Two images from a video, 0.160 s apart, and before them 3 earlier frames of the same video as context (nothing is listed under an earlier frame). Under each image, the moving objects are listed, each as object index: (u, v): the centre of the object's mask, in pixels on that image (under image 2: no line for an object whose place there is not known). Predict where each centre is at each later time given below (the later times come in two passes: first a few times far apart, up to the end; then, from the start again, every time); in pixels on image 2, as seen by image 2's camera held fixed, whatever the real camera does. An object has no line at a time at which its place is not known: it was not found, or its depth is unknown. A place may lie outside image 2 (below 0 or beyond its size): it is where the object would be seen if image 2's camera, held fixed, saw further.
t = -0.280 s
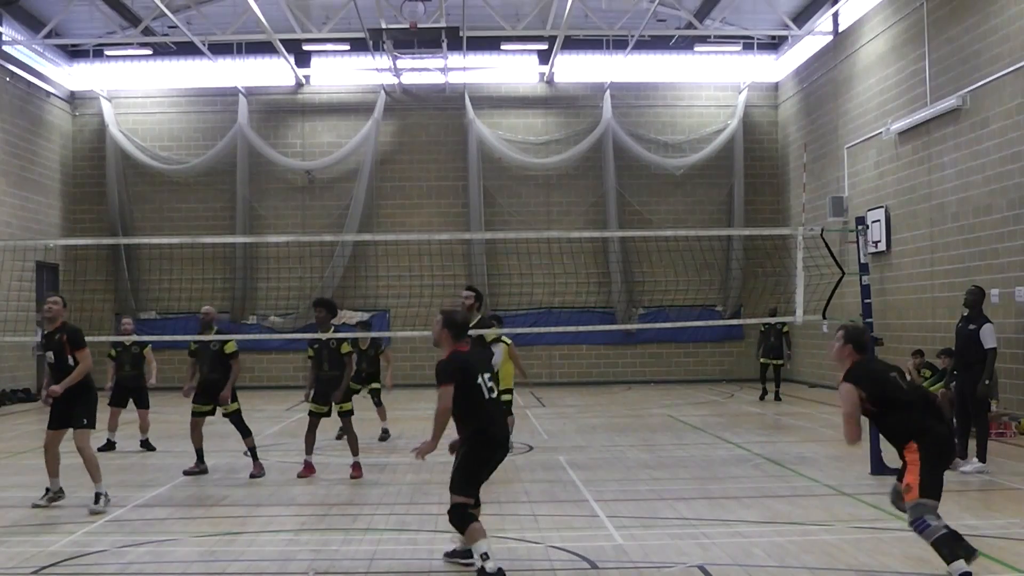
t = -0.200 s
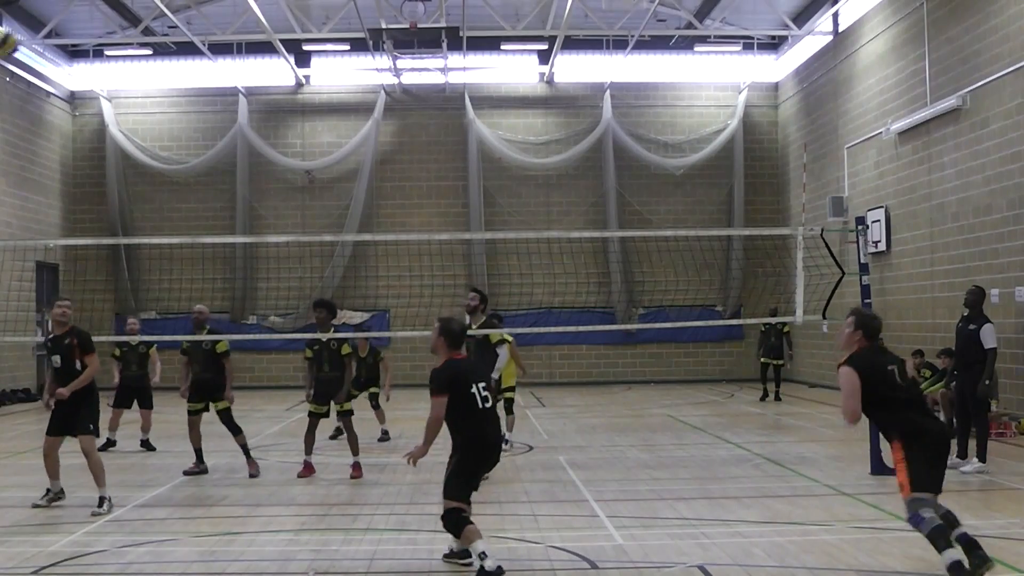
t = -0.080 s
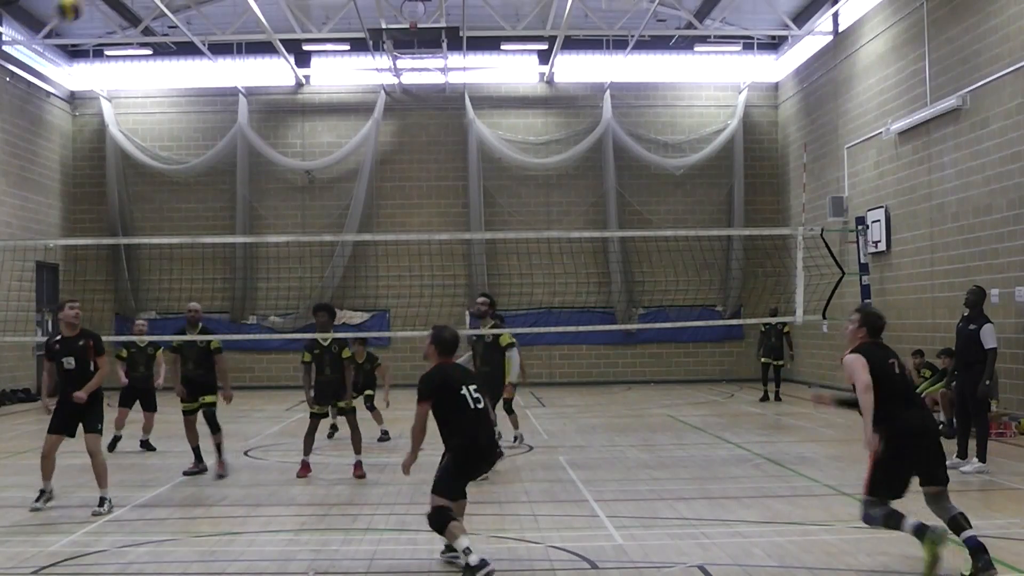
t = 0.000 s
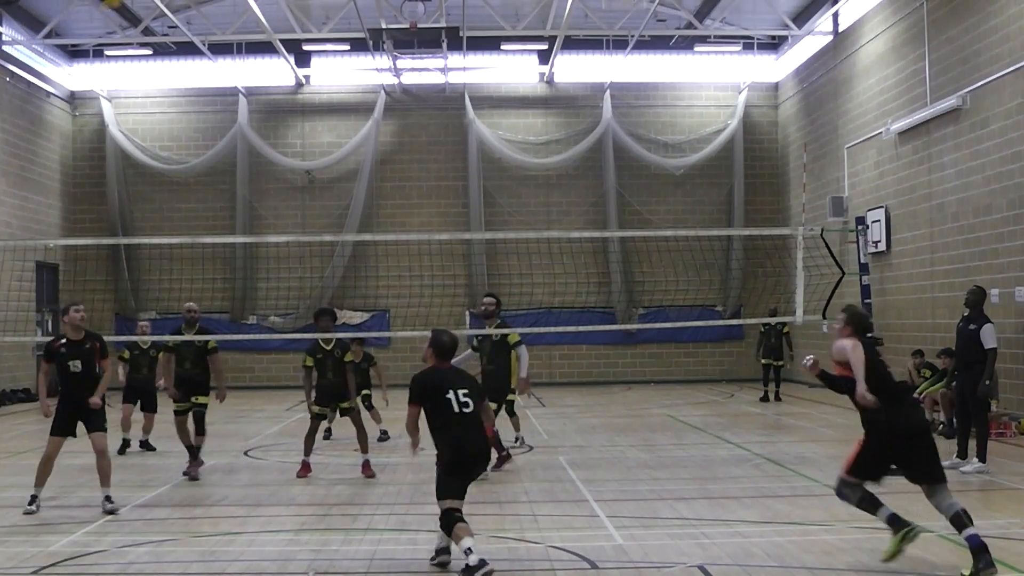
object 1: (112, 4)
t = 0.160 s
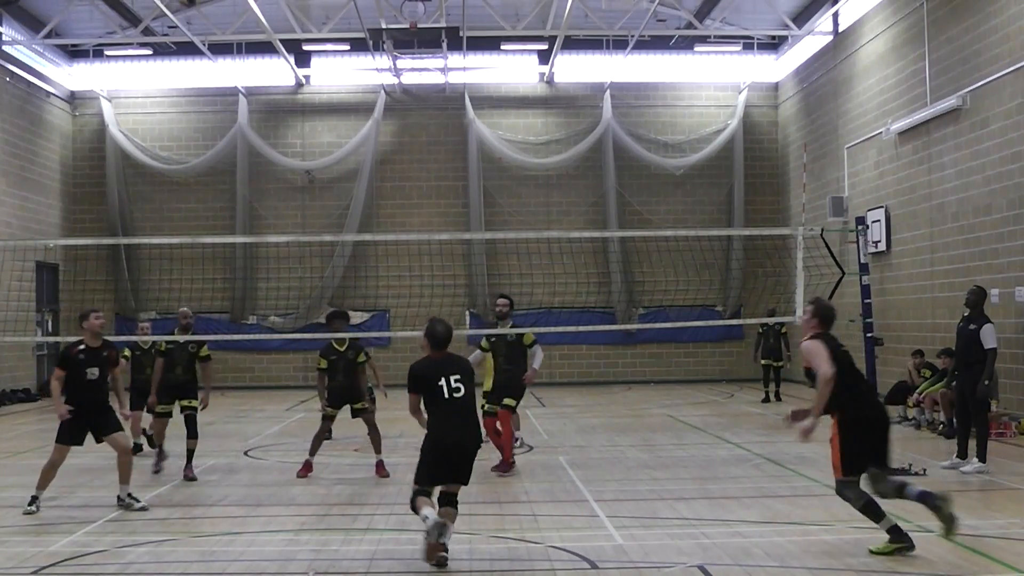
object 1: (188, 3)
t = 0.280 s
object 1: (242, 14)
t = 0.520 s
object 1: (355, 103)
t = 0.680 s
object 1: (420, 196)
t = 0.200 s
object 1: (207, 5)
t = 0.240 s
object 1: (226, 8)
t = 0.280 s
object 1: (242, 14)
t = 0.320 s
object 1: (263, 24)
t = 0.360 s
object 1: (279, 34)
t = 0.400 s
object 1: (298, 47)
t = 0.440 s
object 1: (316, 62)
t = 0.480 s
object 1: (336, 84)
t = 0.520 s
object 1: (355, 103)
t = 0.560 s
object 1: (371, 123)
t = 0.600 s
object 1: (387, 142)
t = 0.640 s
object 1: (403, 163)
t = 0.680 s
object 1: (420, 196)
